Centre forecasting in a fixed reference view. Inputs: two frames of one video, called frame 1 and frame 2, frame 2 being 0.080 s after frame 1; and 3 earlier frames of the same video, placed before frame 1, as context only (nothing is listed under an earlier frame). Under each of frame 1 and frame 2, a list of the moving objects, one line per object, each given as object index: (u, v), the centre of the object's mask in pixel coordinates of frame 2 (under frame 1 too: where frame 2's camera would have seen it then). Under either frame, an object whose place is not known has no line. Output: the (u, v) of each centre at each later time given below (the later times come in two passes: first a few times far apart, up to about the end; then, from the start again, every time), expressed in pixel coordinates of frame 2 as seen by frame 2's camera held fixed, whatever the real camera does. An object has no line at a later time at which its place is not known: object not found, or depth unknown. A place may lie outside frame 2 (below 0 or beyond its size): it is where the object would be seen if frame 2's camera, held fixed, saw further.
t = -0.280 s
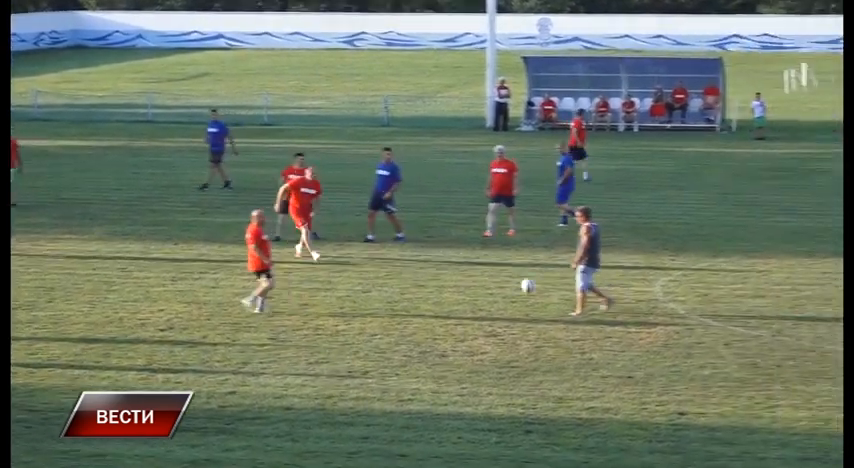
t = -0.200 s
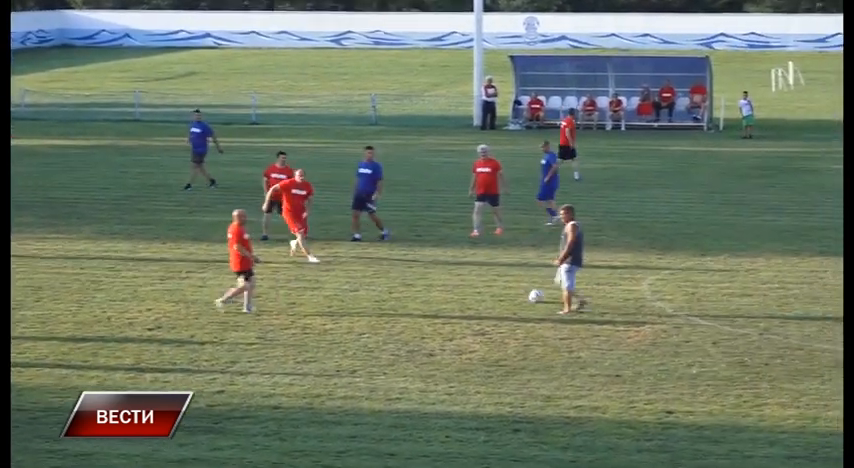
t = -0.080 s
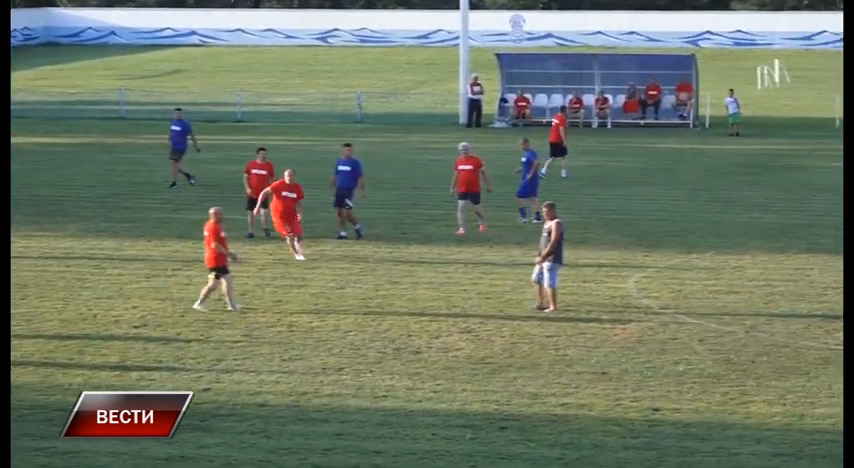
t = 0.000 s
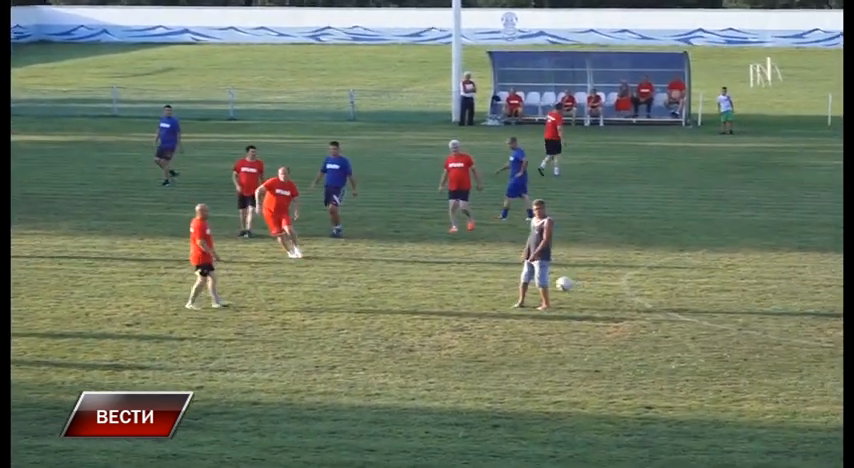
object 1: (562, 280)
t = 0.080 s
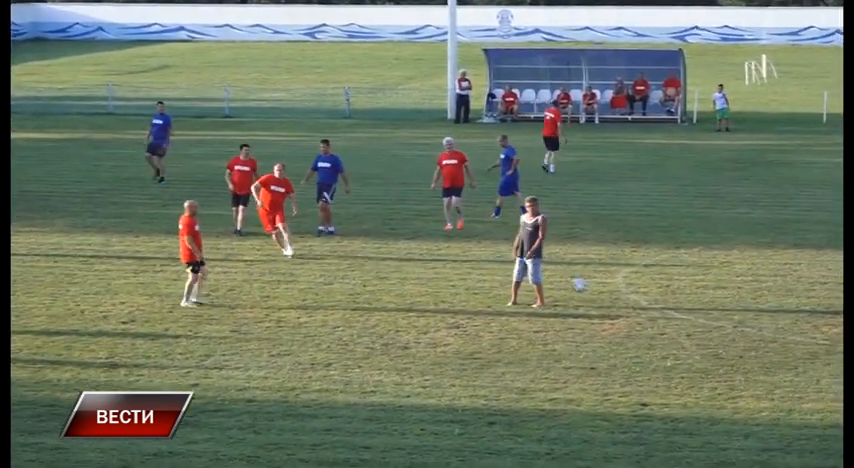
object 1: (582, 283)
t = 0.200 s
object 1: (612, 299)
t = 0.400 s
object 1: (662, 307)
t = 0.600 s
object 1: (713, 321)
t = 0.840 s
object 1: (775, 333)
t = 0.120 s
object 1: (590, 287)
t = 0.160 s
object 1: (602, 292)
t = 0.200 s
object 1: (612, 299)
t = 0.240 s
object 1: (622, 306)
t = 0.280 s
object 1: (633, 309)
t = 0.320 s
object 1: (642, 307)
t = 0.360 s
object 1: (652, 307)
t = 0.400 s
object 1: (662, 307)
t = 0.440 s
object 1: (673, 310)
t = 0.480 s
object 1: (684, 312)
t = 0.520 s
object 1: (694, 316)
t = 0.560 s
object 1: (704, 320)
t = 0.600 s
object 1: (713, 321)
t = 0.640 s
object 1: (725, 322)
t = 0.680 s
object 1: (735, 323)
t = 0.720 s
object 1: (745, 326)
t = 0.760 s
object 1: (754, 329)
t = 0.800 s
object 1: (764, 330)
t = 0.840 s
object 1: (775, 333)
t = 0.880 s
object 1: (784, 333)
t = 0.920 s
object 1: (794, 334)
